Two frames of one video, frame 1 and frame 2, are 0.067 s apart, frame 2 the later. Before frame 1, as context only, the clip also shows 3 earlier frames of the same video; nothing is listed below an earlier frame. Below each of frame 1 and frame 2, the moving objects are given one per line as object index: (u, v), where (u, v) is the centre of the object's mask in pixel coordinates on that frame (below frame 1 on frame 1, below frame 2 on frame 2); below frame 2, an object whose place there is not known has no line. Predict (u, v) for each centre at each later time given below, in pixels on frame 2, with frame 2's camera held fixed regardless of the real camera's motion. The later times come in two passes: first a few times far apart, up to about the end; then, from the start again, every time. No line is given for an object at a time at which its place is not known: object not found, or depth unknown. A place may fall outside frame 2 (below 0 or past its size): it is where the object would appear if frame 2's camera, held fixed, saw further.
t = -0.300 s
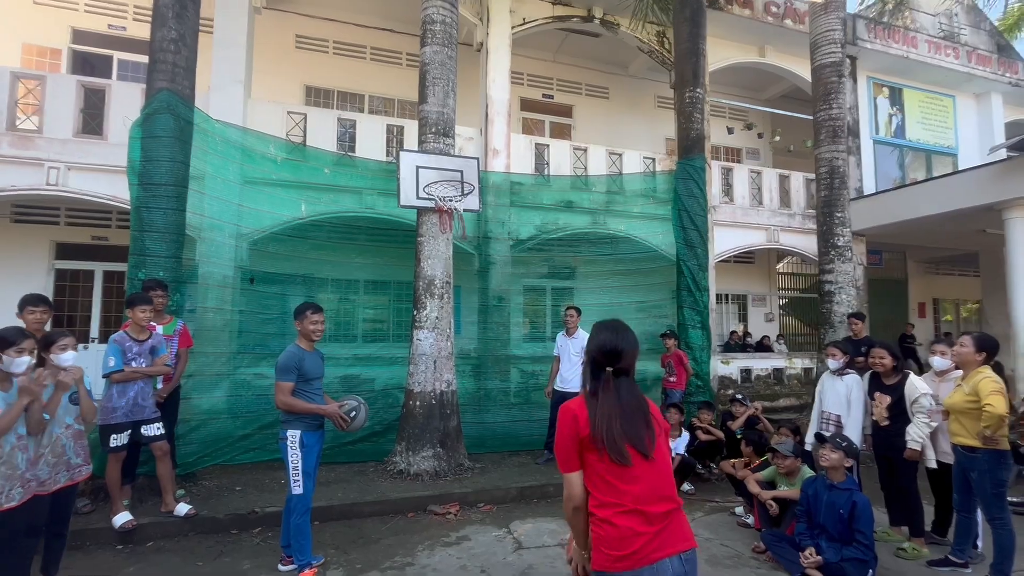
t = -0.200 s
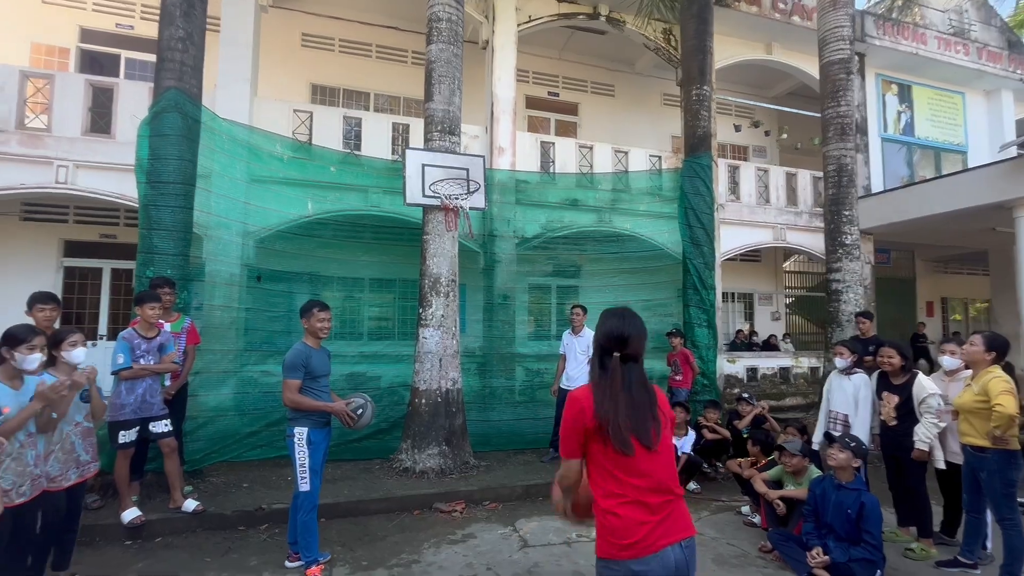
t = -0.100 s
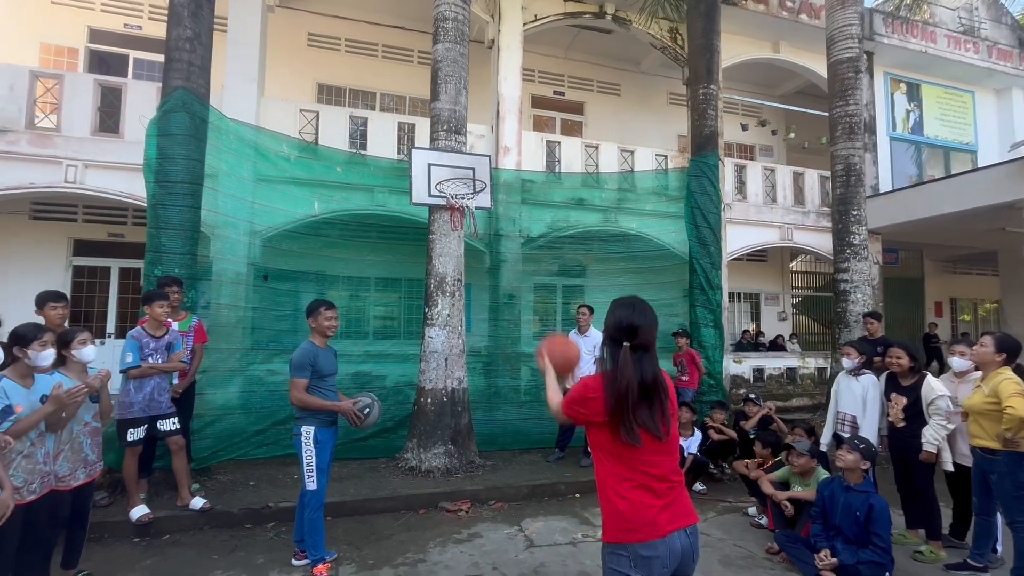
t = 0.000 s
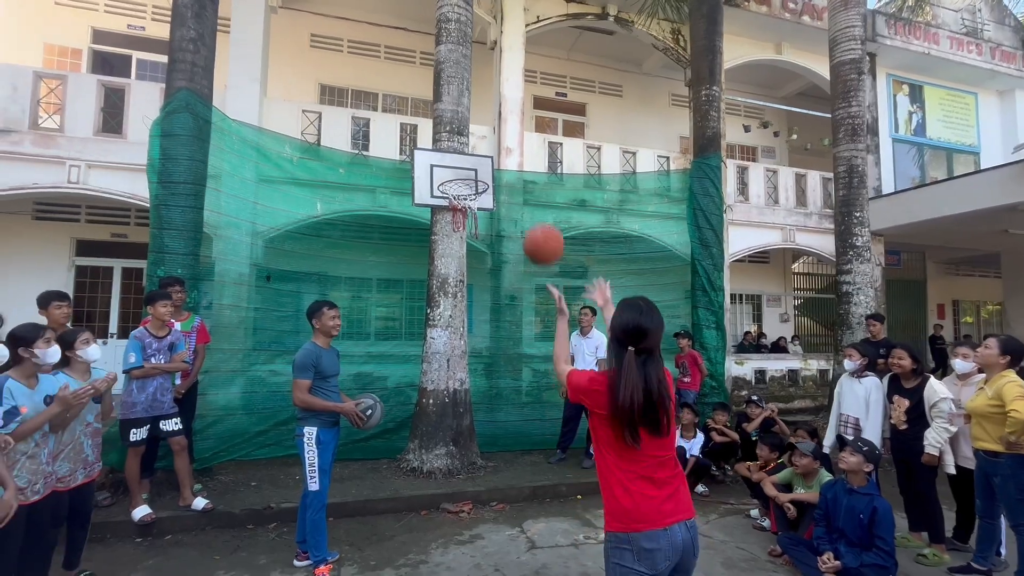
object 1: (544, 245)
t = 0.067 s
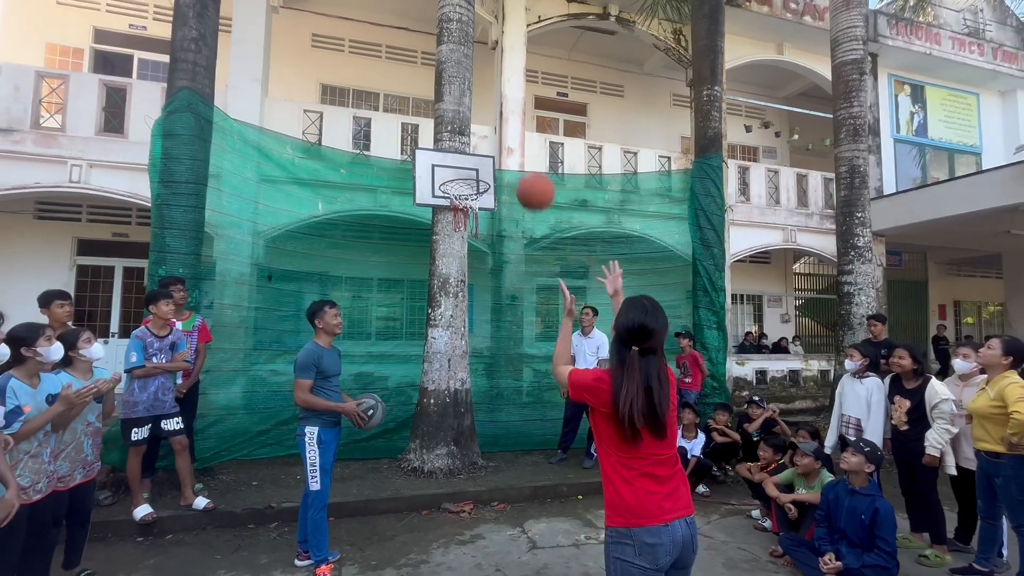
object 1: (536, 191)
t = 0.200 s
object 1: (519, 123)
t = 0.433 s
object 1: (497, 89)
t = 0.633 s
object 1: (482, 113)
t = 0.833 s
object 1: (469, 170)
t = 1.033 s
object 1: (473, 180)
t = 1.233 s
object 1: (476, 207)
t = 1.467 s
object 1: (469, 275)
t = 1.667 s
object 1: (462, 389)
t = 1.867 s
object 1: (464, 471)
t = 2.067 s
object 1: (488, 460)
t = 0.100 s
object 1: (531, 170)
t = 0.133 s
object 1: (527, 152)
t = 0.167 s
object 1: (523, 137)
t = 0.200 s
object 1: (519, 123)
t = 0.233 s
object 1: (516, 113)
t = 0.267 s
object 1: (512, 105)
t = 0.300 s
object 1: (509, 98)
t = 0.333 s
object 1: (506, 93)
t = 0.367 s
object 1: (503, 90)
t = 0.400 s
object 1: (500, 89)
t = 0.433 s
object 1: (497, 89)
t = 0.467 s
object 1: (494, 90)
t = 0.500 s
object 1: (492, 92)
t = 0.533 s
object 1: (489, 96)
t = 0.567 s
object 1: (487, 100)
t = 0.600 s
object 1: (485, 106)
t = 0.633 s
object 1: (482, 113)
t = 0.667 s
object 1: (480, 120)
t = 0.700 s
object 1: (478, 128)
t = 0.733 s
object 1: (476, 138)
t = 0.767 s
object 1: (474, 148)
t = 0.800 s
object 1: (472, 159)
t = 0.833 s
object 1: (469, 170)
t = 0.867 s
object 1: (468, 182)
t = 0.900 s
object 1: (468, 182)
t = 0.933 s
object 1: (469, 181)
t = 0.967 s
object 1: (471, 179)
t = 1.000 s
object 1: (471, 179)
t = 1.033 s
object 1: (473, 180)
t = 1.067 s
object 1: (474, 182)
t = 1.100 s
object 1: (475, 184)
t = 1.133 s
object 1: (477, 188)
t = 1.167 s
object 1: (477, 194)
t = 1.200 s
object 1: (477, 199)
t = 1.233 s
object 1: (476, 207)
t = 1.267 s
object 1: (475, 212)
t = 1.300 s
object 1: (474, 218)
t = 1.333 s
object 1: (473, 228)
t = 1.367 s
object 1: (472, 238)
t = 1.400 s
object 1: (471, 249)
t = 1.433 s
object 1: (470, 261)
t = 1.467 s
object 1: (469, 275)
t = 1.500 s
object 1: (468, 291)
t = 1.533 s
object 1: (467, 307)
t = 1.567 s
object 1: (465, 326)
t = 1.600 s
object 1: (465, 345)
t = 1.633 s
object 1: (463, 365)
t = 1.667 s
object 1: (462, 389)
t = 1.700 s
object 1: (461, 413)
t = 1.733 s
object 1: (460, 438)
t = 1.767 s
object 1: (459, 465)
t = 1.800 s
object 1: (459, 484)
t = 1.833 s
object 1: (461, 476)
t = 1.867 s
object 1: (464, 471)
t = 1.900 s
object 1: (468, 466)
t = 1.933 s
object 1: (471, 461)
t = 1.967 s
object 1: (474, 459)
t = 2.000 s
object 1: (478, 458)
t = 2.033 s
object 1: (483, 458)
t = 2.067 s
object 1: (488, 460)
